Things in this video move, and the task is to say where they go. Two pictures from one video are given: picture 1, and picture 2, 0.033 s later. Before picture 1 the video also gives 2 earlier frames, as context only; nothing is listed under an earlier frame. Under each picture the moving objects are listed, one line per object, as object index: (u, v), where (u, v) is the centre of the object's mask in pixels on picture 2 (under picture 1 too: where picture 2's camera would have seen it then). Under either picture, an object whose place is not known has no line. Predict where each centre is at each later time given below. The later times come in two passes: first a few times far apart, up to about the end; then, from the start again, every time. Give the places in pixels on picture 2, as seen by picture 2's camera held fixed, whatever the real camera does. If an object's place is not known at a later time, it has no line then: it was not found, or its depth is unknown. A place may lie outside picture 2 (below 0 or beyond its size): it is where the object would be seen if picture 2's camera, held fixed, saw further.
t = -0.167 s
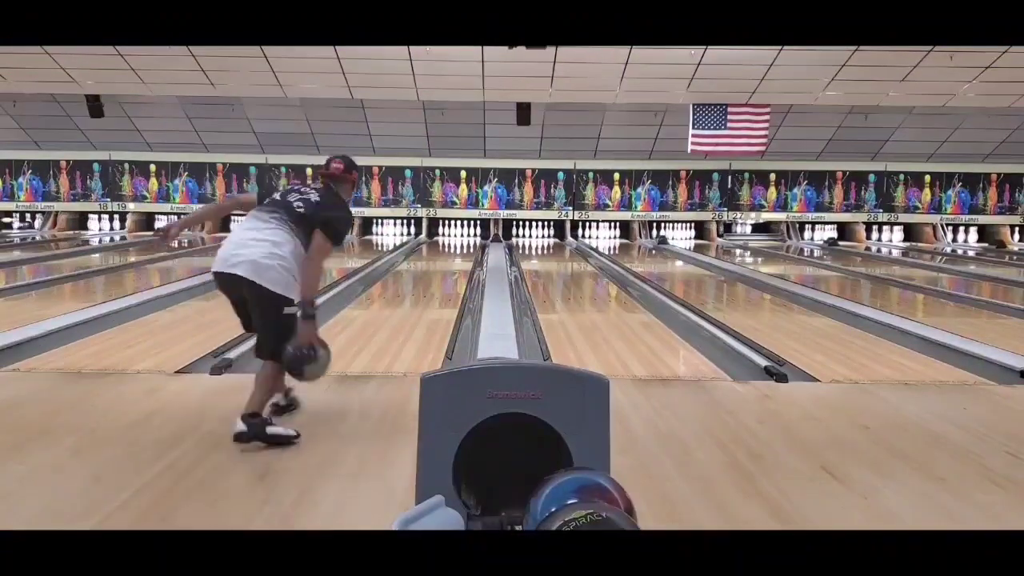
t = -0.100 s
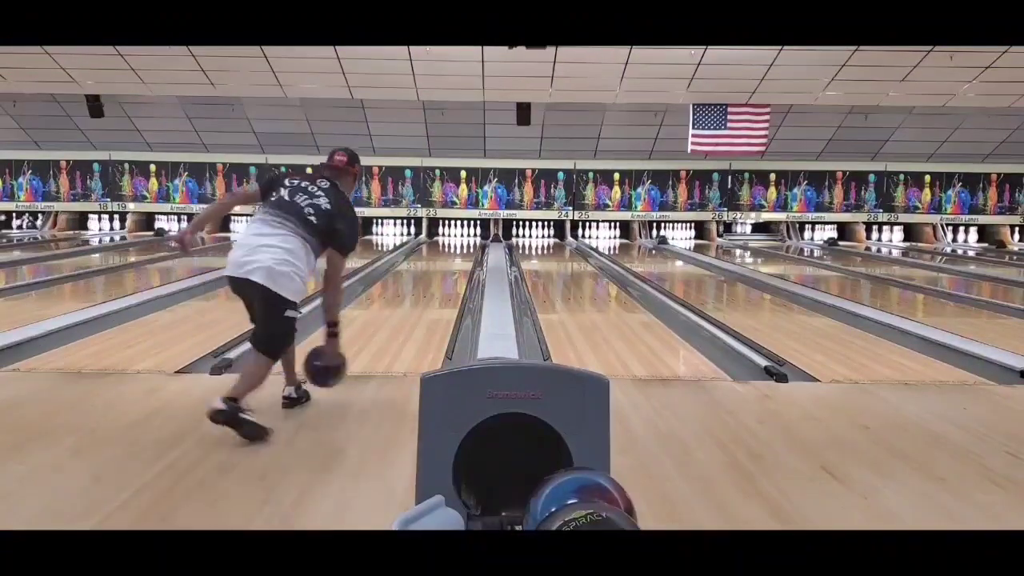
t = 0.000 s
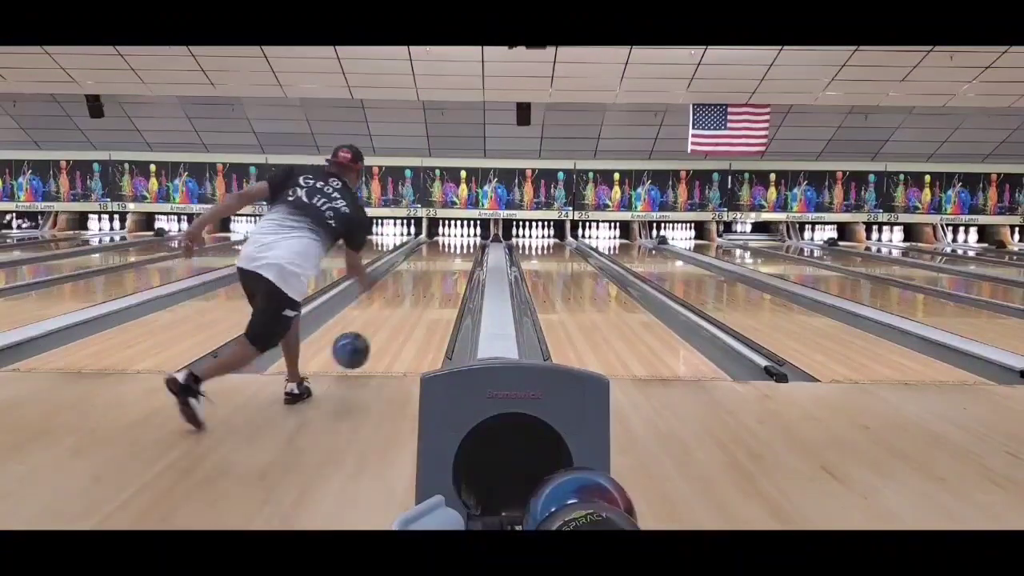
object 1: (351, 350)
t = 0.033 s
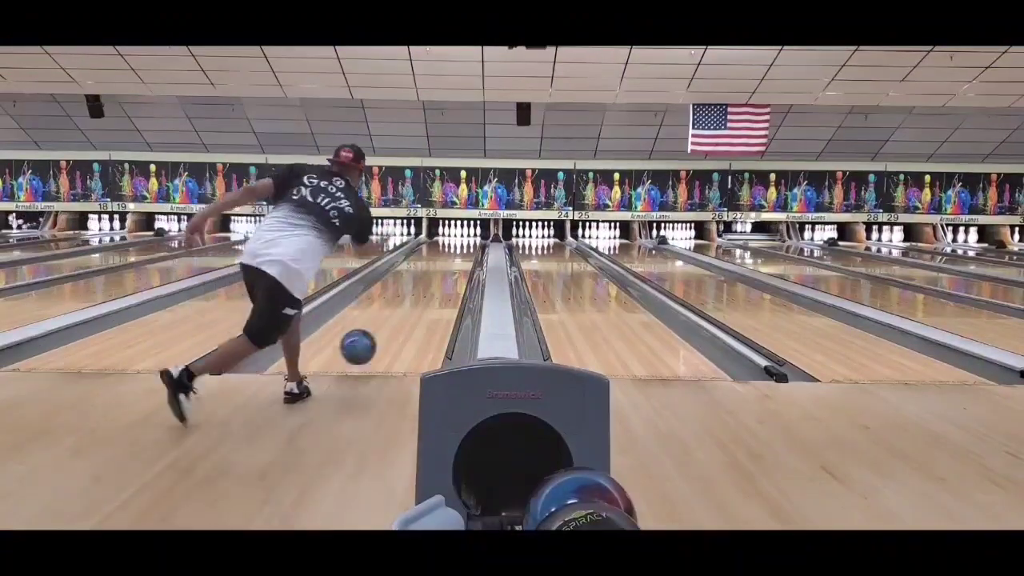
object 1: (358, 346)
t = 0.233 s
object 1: (390, 327)
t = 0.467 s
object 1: (415, 301)
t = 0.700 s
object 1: (432, 284)
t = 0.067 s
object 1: (365, 345)
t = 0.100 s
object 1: (370, 346)
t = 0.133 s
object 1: (376, 341)
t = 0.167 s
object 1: (381, 335)
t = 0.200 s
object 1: (386, 331)
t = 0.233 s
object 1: (390, 327)
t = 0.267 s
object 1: (395, 322)
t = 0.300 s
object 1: (399, 319)
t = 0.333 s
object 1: (402, 315)
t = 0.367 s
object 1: (406, 311)
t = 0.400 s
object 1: (409, 307)
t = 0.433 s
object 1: (412, 305)
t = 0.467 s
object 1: (415, 301)
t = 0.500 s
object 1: (418, 299)
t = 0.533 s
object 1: (420, 297)
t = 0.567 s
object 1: (423, 293)
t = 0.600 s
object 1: (425, 291)
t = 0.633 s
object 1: (428, 289)
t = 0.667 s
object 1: (429, 287)
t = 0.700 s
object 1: (432, 284)
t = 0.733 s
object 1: (433, 283)
